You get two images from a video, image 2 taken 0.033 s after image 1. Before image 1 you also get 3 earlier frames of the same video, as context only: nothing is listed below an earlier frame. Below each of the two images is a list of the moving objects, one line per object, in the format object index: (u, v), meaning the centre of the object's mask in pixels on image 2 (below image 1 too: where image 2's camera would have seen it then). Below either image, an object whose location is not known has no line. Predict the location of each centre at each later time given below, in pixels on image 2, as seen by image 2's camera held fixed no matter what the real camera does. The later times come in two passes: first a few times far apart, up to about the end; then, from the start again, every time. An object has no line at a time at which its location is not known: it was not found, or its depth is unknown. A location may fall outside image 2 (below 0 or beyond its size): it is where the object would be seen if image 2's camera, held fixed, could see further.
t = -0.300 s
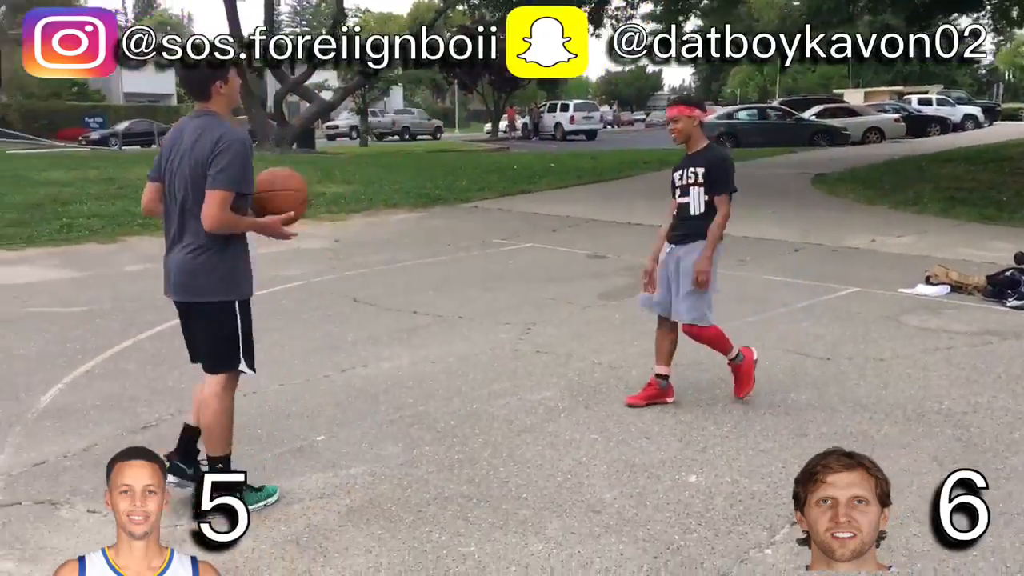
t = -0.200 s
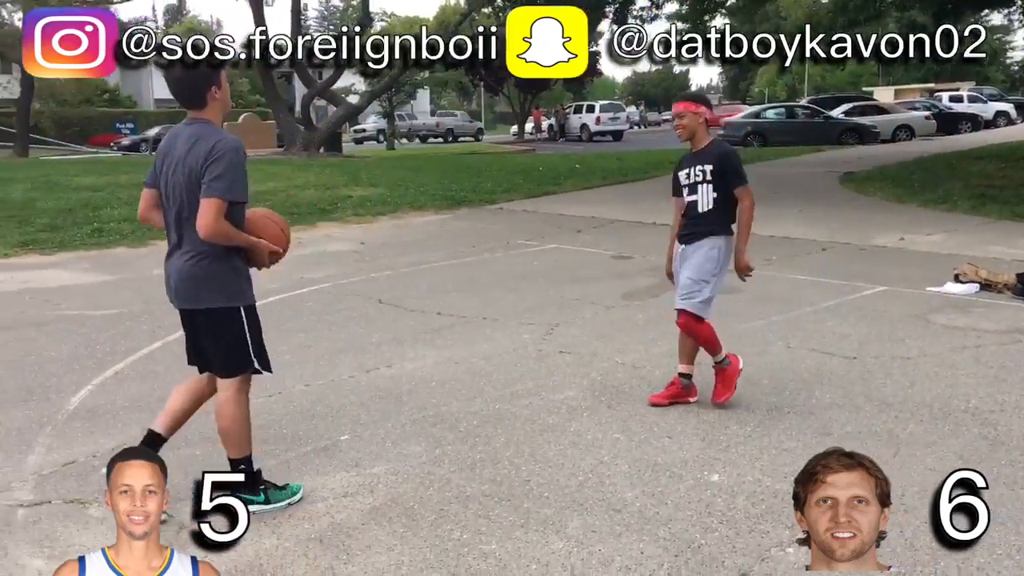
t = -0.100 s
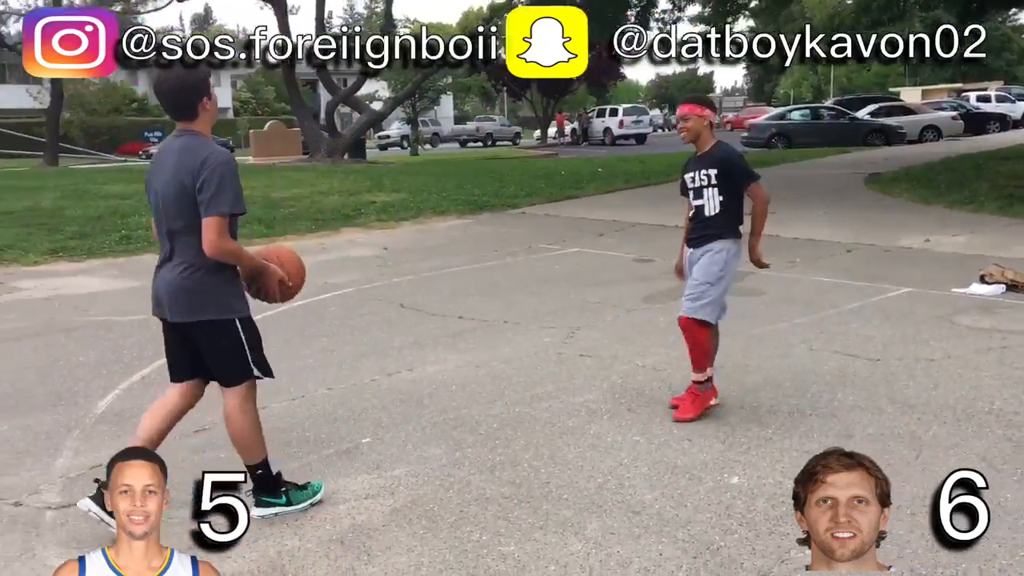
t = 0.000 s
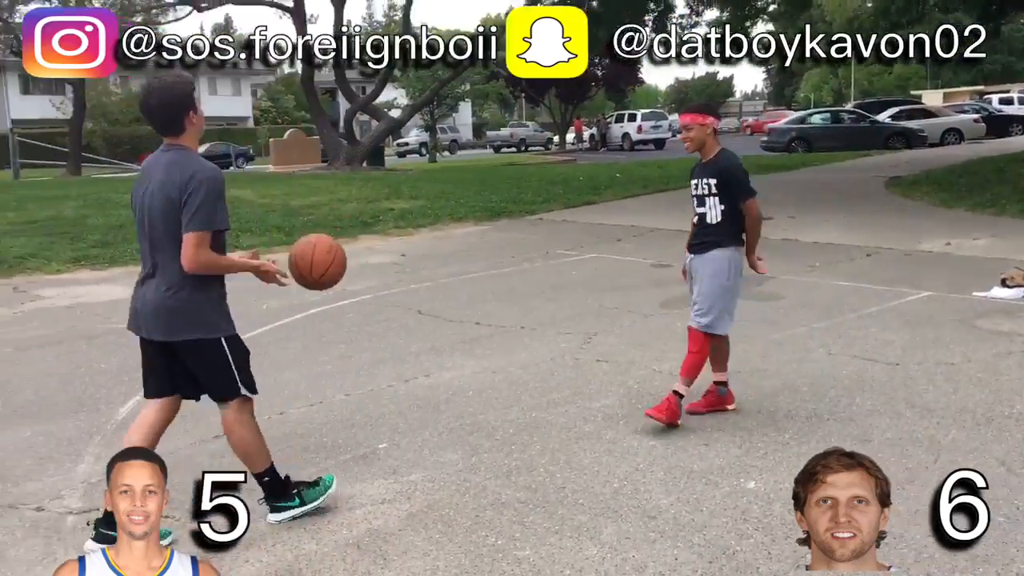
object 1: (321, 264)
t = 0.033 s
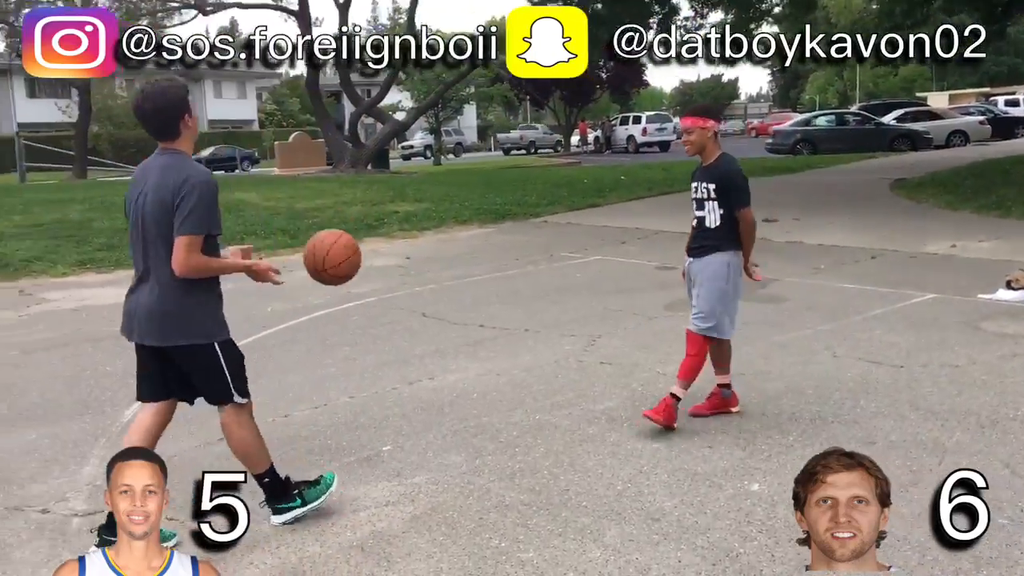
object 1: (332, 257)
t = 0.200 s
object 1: (386, 258)
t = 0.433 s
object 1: (464, 358)
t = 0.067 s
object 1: (343, 252)
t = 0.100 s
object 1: (354, 250)
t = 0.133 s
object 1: (364, 250)
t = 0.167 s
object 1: (375, 252)
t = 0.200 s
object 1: (386, 258)
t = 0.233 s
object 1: (397, 265)
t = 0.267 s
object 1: (408, 275)
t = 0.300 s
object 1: (419, 288)
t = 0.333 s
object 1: (431, 302)
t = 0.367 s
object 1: (442, 319)
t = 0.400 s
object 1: (453, 337)
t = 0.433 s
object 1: (464, 358)
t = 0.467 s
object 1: (475, 381)
